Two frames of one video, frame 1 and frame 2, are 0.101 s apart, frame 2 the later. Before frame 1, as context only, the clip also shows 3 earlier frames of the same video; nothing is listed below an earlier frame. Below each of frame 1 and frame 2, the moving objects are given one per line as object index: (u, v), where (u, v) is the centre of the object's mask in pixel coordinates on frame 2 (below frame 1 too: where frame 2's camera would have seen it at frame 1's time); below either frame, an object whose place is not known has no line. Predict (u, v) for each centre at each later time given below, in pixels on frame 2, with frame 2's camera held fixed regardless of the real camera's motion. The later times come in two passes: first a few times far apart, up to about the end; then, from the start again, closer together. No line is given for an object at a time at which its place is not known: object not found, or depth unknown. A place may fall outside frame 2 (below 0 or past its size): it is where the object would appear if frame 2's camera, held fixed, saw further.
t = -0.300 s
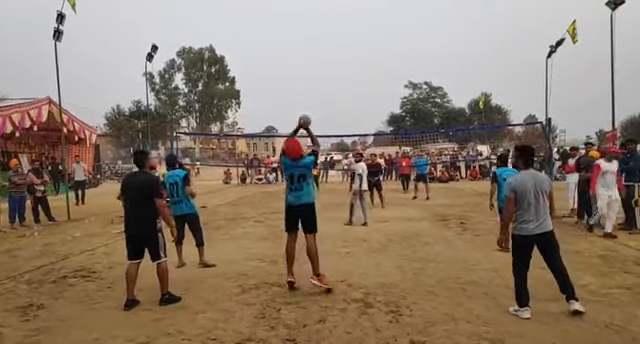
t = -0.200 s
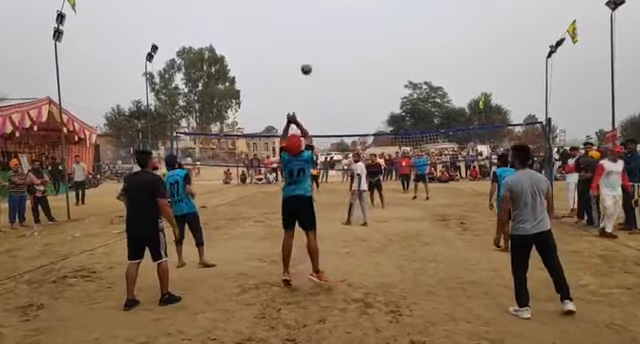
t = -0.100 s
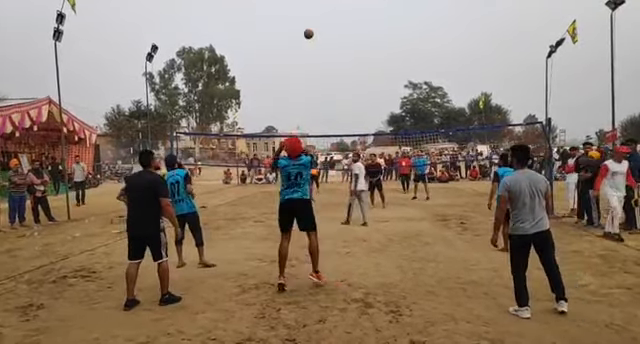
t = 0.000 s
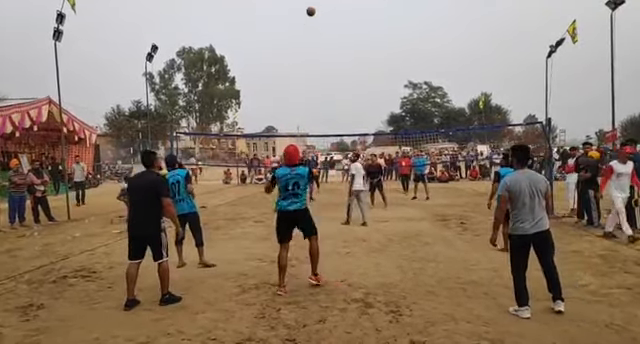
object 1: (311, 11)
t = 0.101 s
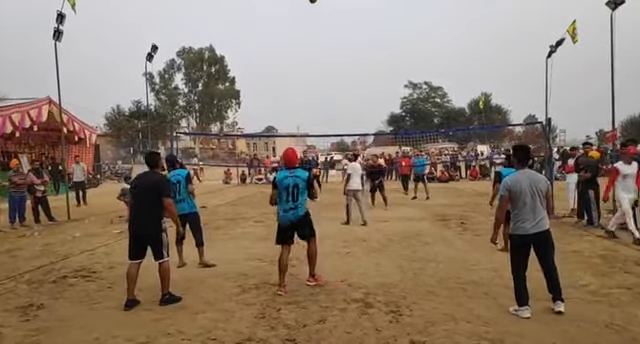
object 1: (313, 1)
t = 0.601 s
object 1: (322, 17)
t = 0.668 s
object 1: (323, 25)
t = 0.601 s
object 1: (322, 17)
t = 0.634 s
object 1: (323, 21)
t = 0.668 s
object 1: (323, 25)
